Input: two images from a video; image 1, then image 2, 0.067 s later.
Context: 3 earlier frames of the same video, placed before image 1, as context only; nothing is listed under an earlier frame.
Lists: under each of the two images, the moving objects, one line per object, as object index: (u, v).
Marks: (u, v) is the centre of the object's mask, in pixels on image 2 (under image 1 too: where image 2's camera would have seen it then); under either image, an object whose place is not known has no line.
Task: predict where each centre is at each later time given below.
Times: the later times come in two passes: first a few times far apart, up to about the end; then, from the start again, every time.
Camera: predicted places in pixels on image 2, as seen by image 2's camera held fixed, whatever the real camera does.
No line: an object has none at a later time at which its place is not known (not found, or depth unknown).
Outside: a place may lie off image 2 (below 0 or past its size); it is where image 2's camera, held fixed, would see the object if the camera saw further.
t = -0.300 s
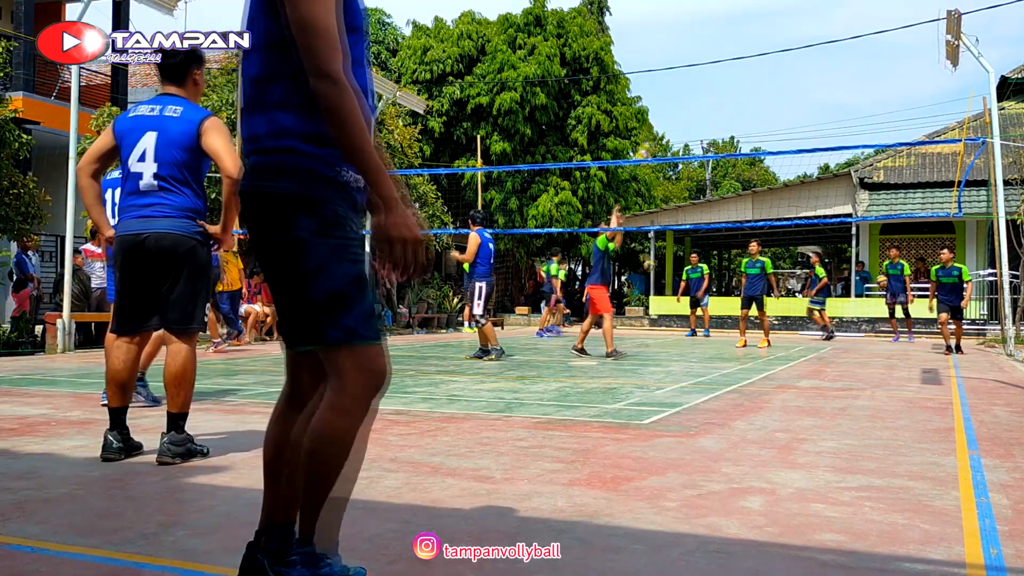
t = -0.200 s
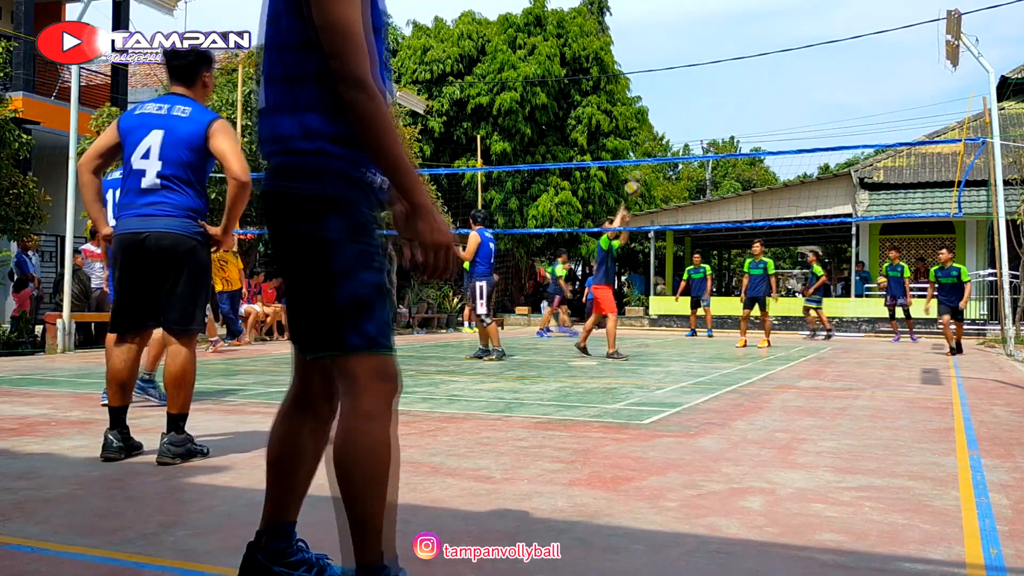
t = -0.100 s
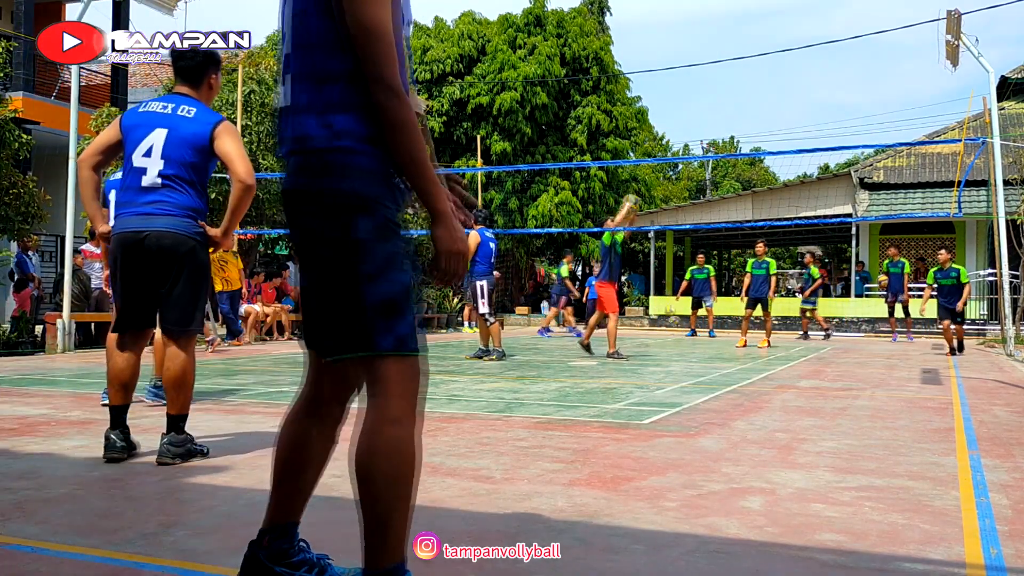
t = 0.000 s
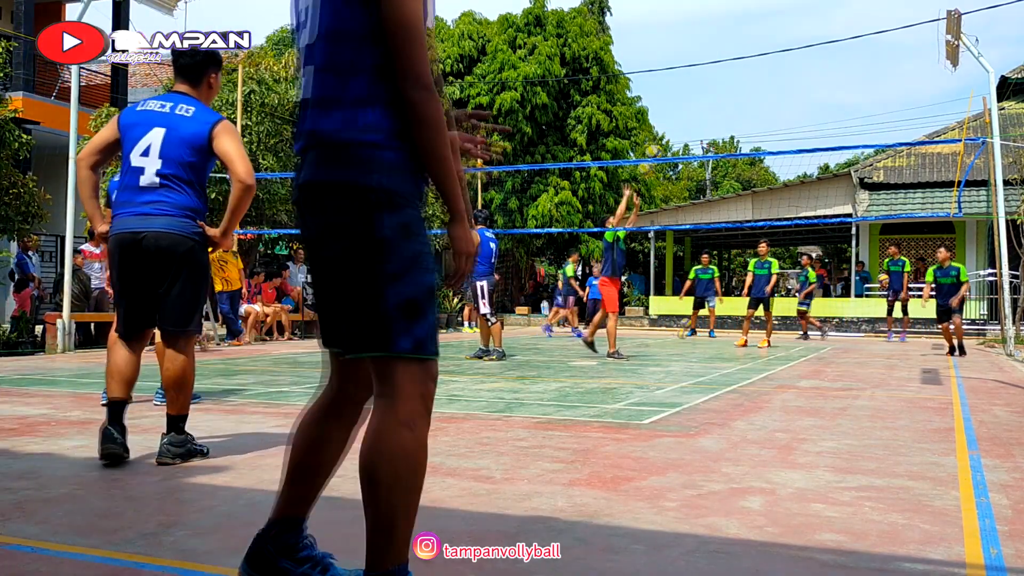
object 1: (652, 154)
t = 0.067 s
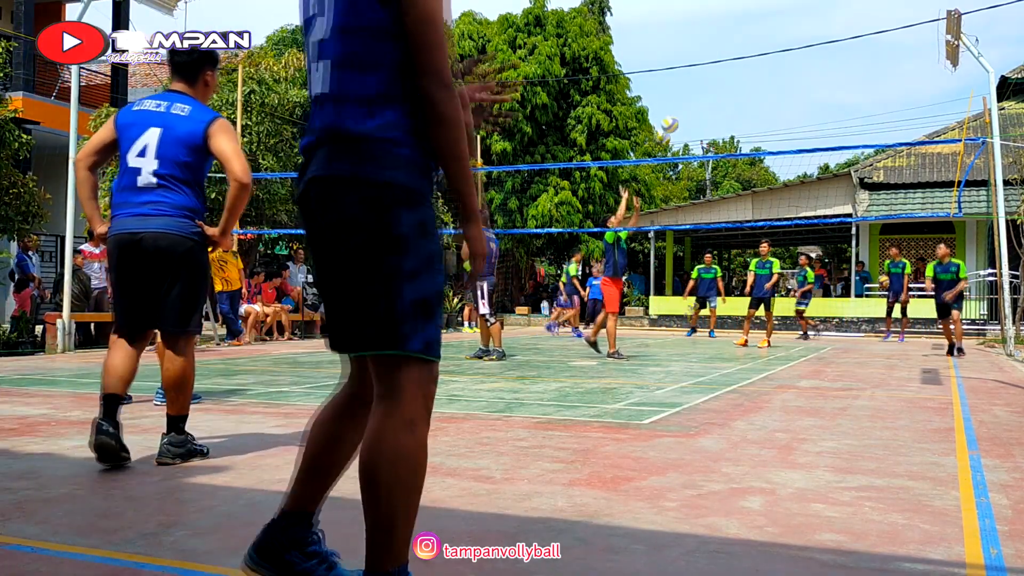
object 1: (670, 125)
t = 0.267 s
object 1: (716, 57)
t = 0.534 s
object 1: (774, 17)
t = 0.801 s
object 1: (834, 32)
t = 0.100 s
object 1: (677, 111)
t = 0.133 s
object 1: (685, 98)
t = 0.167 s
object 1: (693, 86)
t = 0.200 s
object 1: (701, 76)
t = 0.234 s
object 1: (709, 66)
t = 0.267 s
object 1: (716, 57)
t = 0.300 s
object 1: (724, 48)
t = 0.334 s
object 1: (732, 41)
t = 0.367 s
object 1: (740, 34)
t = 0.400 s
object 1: (747, 29)
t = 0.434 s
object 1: (755, 24)
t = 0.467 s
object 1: (762, 20)
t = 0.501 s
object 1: (768, 19)
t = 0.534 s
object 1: (774, 17)
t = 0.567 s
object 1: (782, 15)
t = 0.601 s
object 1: (789, 15)
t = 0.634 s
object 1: (797, 16)
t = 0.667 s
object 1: (804, 17)
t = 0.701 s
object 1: (812, 20)
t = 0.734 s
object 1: (819, 23)
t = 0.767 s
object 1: (827, 27)
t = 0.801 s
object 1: (834, 32)
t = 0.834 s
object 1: (842, 39)
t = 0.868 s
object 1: (849, 47)
